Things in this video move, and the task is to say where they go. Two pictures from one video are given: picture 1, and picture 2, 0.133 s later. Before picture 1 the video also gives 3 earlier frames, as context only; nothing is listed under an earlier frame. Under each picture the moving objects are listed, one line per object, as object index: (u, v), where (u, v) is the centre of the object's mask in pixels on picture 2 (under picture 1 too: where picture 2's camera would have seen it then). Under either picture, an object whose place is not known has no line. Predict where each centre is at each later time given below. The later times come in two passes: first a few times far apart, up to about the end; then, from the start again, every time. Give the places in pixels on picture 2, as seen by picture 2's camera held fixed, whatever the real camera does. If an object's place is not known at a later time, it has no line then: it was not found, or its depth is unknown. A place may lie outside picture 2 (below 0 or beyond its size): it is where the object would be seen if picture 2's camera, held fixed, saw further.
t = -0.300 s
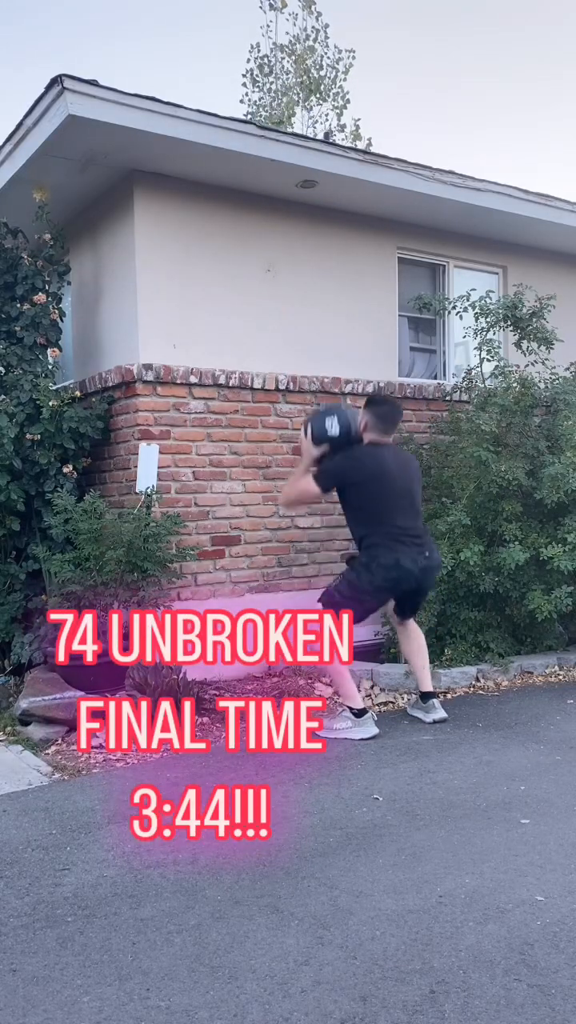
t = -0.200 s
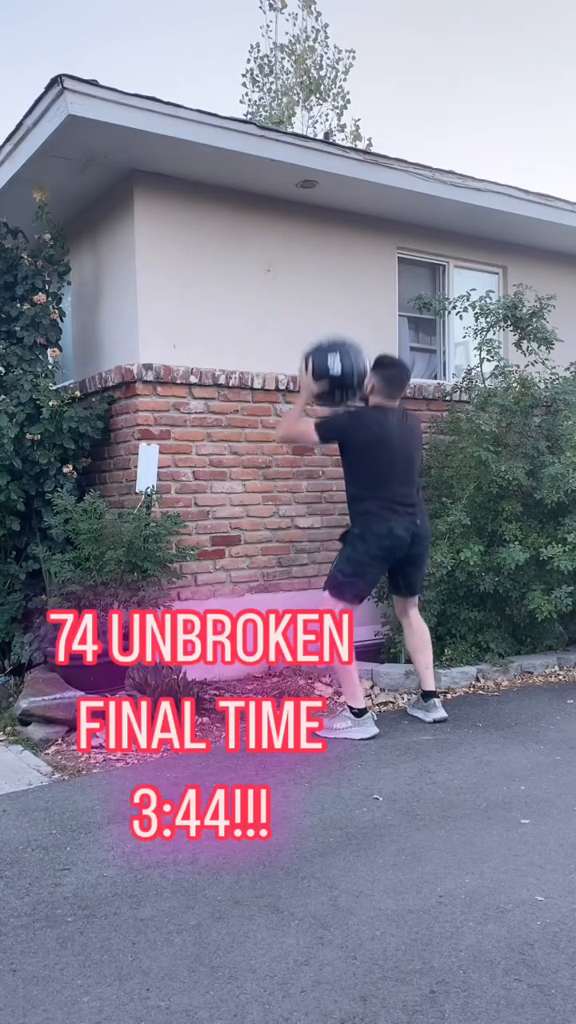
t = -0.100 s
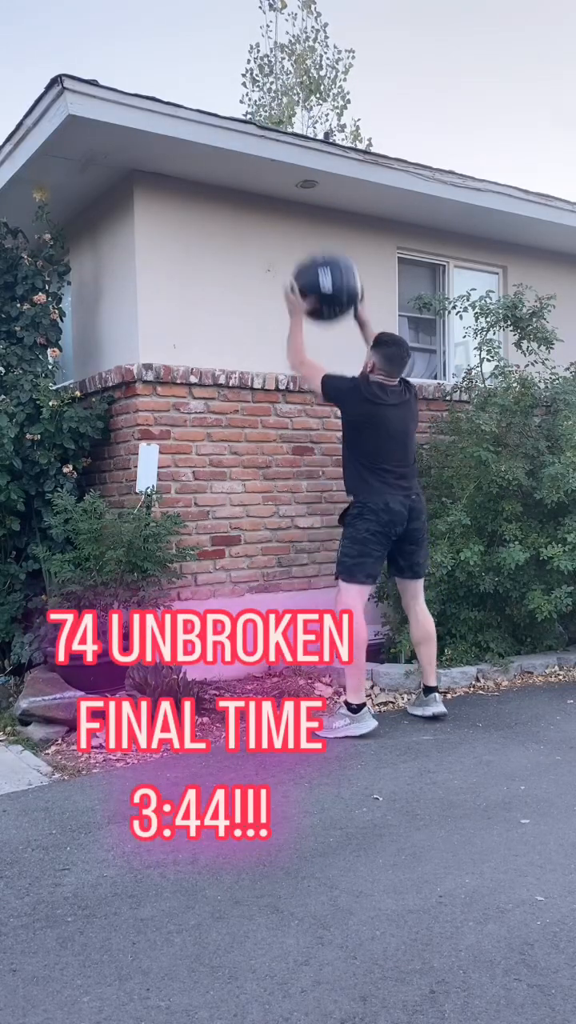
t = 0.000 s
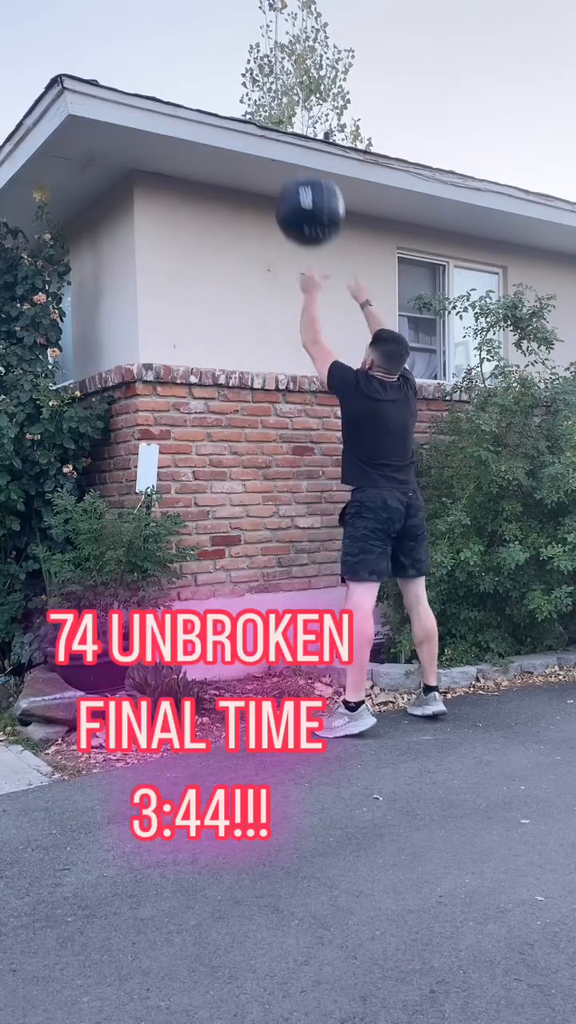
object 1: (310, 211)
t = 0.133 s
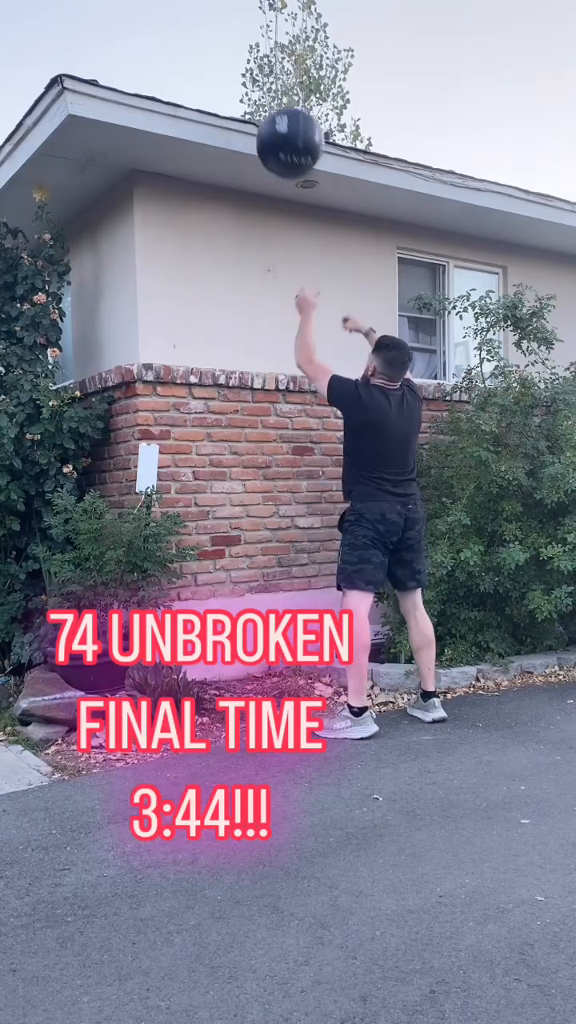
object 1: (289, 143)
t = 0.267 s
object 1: (276, 111)
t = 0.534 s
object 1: (295, 126)
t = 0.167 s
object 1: (285, 132)
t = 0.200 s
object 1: (280, 122)
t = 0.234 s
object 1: (276, 117)
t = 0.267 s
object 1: (276, 111)
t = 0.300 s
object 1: (277, 106)
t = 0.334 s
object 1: (280, 103)
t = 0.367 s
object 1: (282, 102)
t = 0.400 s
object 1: (285, 102)
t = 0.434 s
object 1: (287, 105)
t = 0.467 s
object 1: (289, 110)
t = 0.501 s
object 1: (292, 117)
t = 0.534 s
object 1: (295, 126)
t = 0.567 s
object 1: (298, 139)
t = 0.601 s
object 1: (300, 152)
